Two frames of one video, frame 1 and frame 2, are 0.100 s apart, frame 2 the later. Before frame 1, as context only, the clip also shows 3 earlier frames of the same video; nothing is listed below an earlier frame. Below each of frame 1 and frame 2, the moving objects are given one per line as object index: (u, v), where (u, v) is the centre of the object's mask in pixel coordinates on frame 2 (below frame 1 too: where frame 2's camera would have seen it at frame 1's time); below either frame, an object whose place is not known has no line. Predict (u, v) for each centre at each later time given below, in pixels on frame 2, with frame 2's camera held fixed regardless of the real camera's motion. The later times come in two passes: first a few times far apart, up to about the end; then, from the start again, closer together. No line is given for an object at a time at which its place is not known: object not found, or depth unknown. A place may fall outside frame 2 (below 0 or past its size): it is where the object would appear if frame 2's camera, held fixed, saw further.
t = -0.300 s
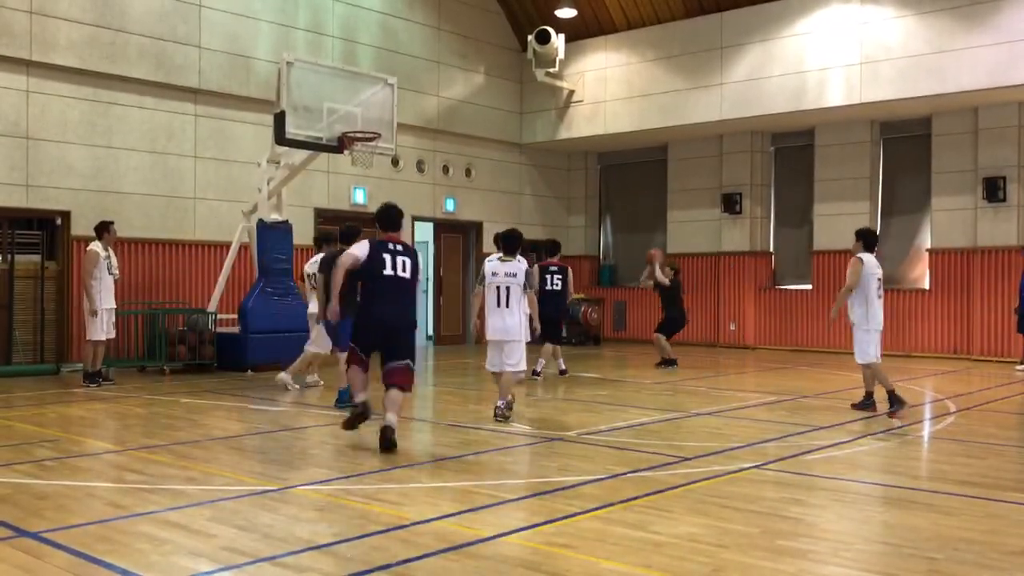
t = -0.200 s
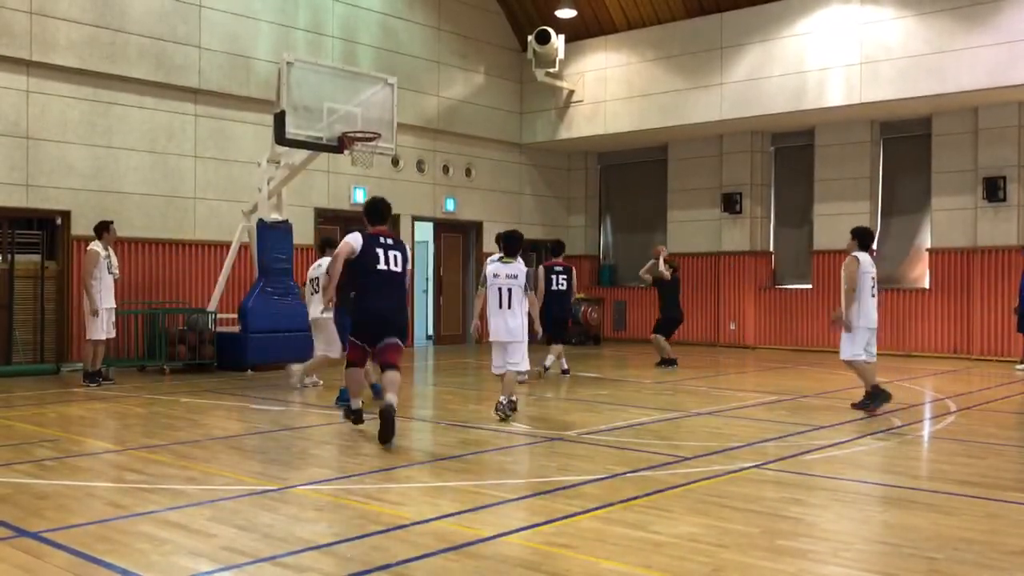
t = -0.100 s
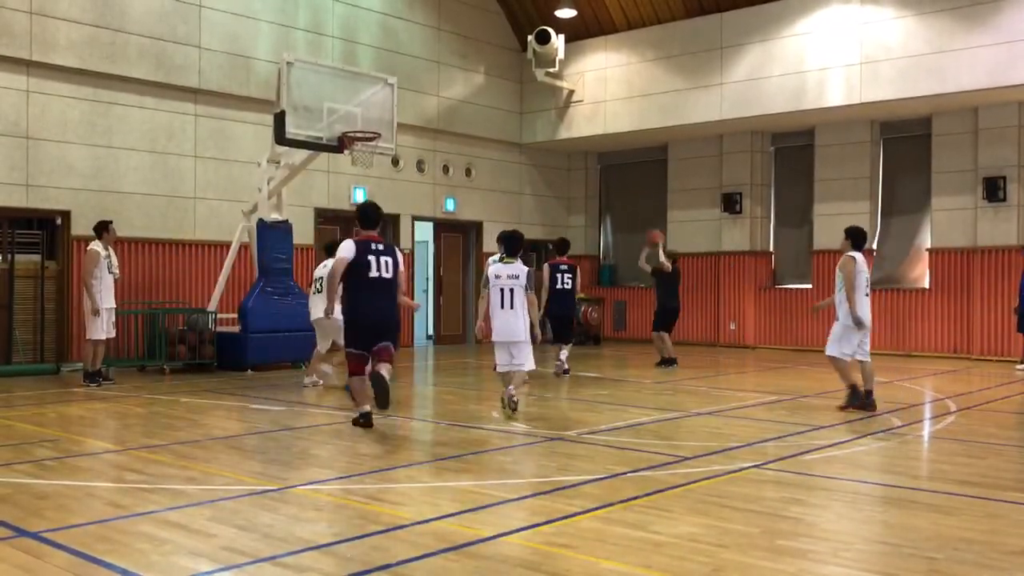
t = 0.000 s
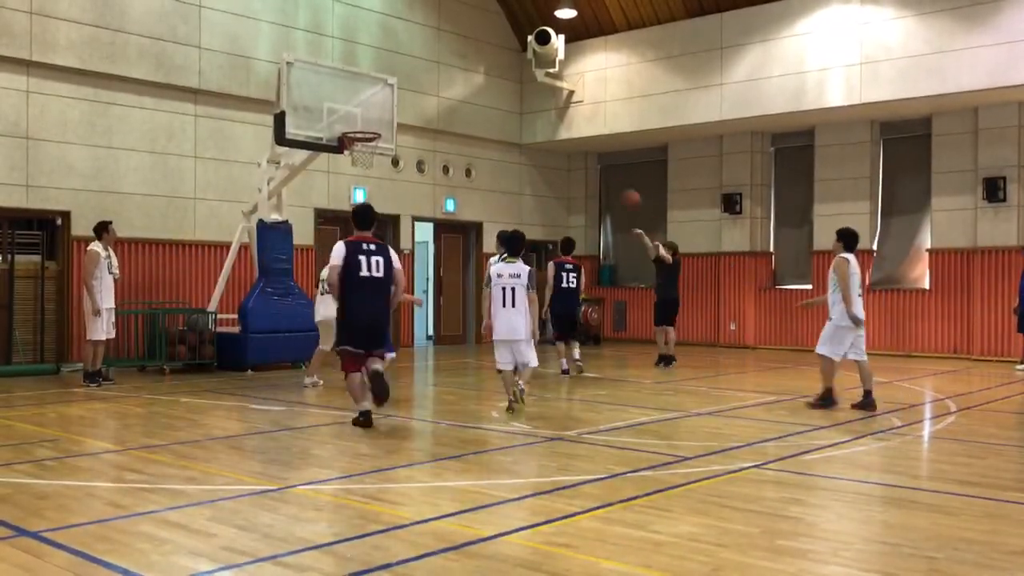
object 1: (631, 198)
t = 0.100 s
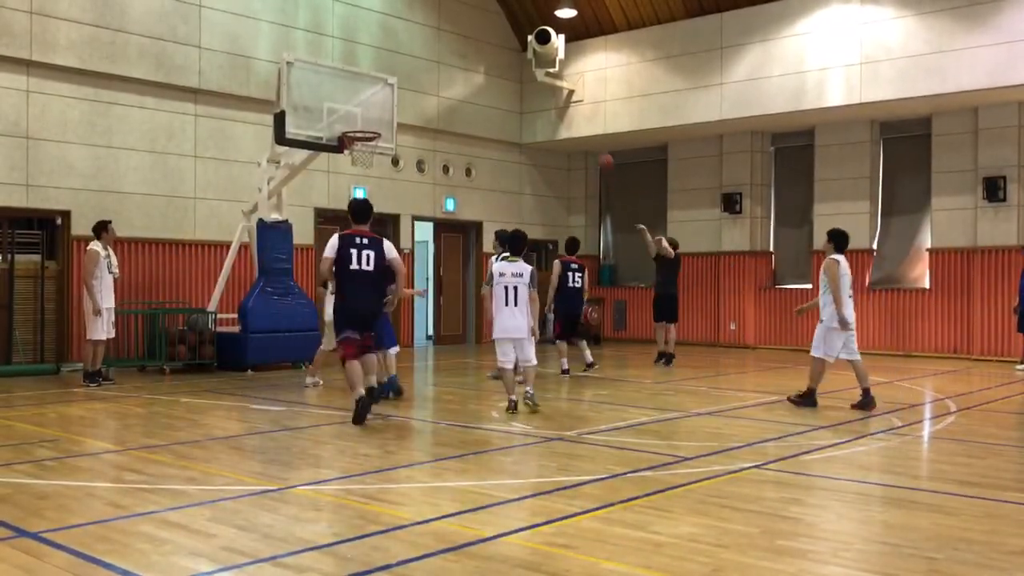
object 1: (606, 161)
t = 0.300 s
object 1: (546, 107)
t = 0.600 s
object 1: (458, 73)
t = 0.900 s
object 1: (362, 106)
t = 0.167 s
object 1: (584, 143)
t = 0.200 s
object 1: (576, 132)
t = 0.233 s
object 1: (567, 122)
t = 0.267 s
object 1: (556, 115)
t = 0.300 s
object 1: (546, 107)
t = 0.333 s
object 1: (538, 101)
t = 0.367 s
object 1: (528, 95)
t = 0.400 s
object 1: (517, 89)
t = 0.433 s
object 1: (508, 85)
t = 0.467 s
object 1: (498, 80)
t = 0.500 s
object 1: (489, 77)
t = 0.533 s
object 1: (478, 76)
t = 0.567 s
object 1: (468, 74)
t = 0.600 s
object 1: (458, 73)
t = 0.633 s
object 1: (447, 73)
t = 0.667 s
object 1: (436, 75)
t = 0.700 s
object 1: (426, 77)
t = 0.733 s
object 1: (416, 79)
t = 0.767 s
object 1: (406, 83)
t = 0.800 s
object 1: (394, 88)
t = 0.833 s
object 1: (383, 93)
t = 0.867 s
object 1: (373, 99)
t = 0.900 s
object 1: (362, 106)
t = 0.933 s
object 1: (349, 115)
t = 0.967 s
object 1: (346, 120)
